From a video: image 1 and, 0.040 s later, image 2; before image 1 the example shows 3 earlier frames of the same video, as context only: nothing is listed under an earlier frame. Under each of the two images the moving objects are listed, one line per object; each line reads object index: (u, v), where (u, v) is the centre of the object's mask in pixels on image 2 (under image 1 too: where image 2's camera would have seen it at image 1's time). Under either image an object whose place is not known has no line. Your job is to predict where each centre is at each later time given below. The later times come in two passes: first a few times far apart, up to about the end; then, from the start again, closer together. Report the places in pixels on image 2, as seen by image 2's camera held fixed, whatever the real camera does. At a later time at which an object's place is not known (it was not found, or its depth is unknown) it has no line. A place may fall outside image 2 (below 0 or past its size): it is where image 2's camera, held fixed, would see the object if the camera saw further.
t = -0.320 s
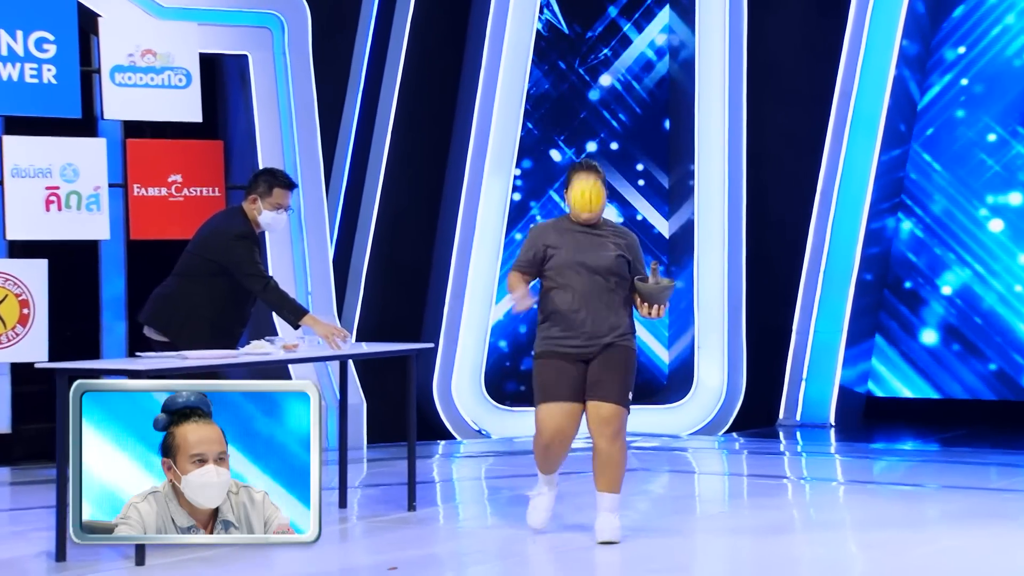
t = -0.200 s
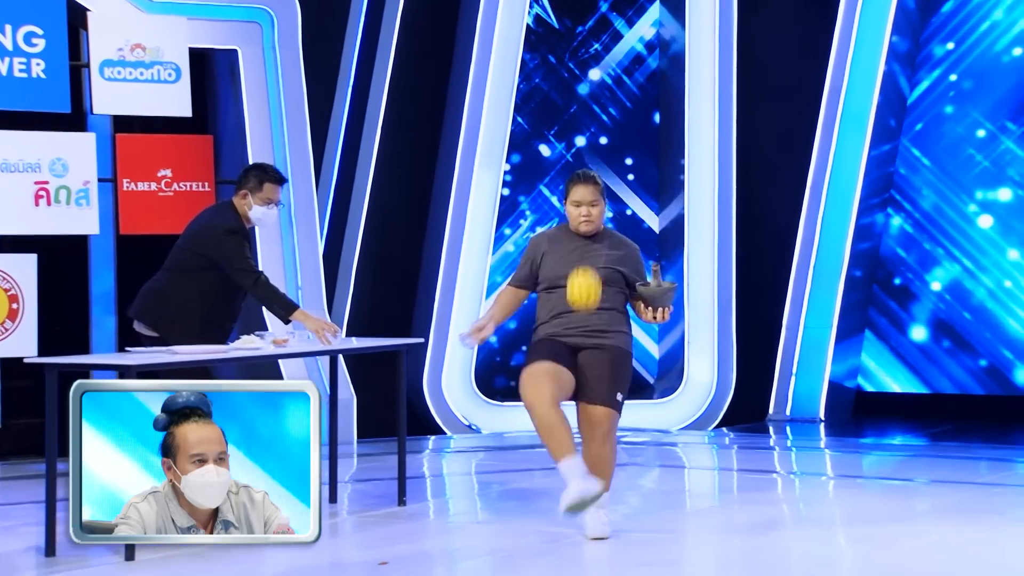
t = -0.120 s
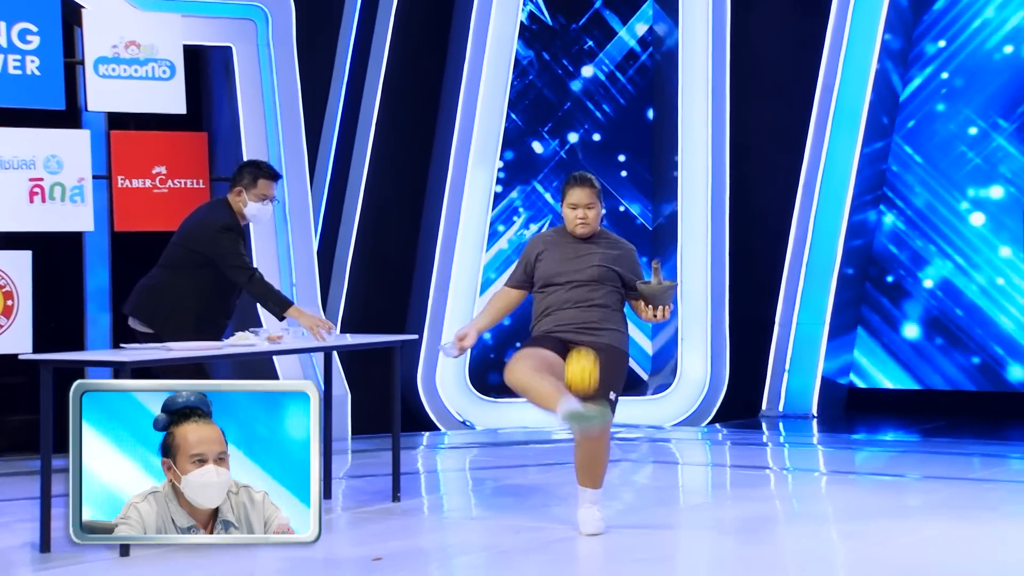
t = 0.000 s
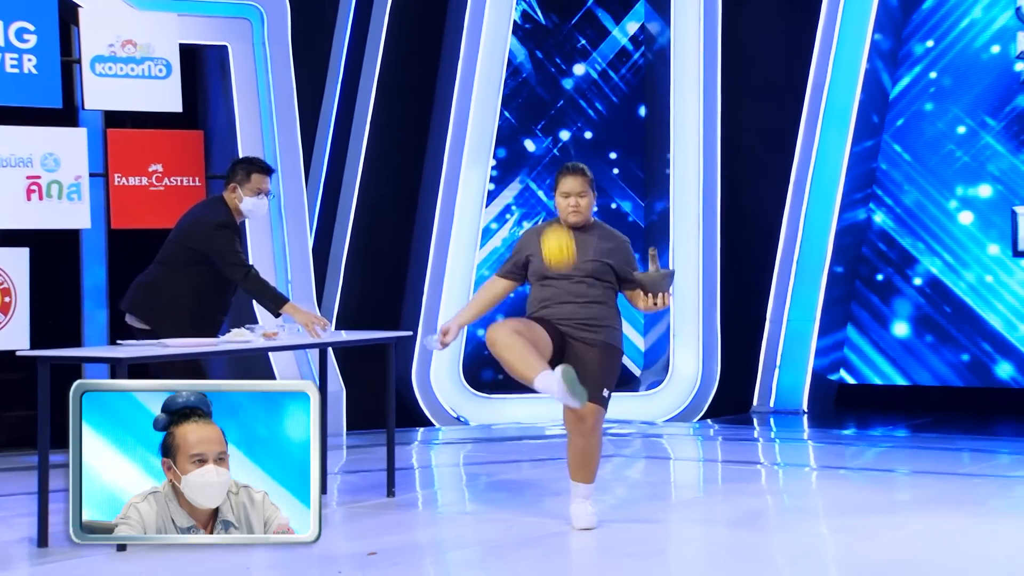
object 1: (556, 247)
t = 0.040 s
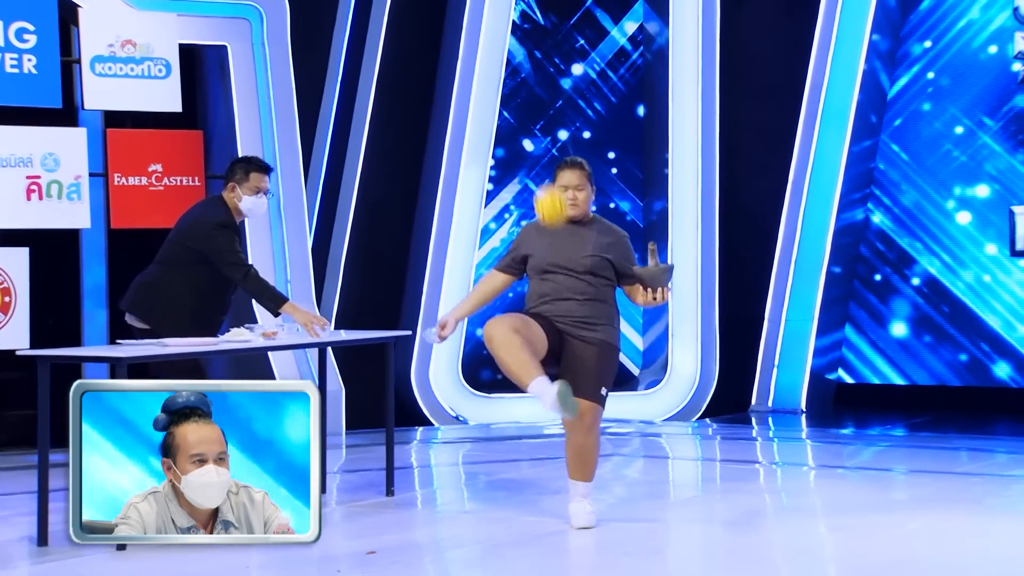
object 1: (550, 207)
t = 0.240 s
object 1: (522, 55)
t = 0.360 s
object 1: (504, 12)
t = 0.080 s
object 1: (544, 166)
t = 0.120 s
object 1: (538, 132)
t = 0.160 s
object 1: (532, 103)
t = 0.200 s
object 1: (527, 77)
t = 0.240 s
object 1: (522, 55)
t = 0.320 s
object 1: (510, 22)
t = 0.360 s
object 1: (504, 12)
